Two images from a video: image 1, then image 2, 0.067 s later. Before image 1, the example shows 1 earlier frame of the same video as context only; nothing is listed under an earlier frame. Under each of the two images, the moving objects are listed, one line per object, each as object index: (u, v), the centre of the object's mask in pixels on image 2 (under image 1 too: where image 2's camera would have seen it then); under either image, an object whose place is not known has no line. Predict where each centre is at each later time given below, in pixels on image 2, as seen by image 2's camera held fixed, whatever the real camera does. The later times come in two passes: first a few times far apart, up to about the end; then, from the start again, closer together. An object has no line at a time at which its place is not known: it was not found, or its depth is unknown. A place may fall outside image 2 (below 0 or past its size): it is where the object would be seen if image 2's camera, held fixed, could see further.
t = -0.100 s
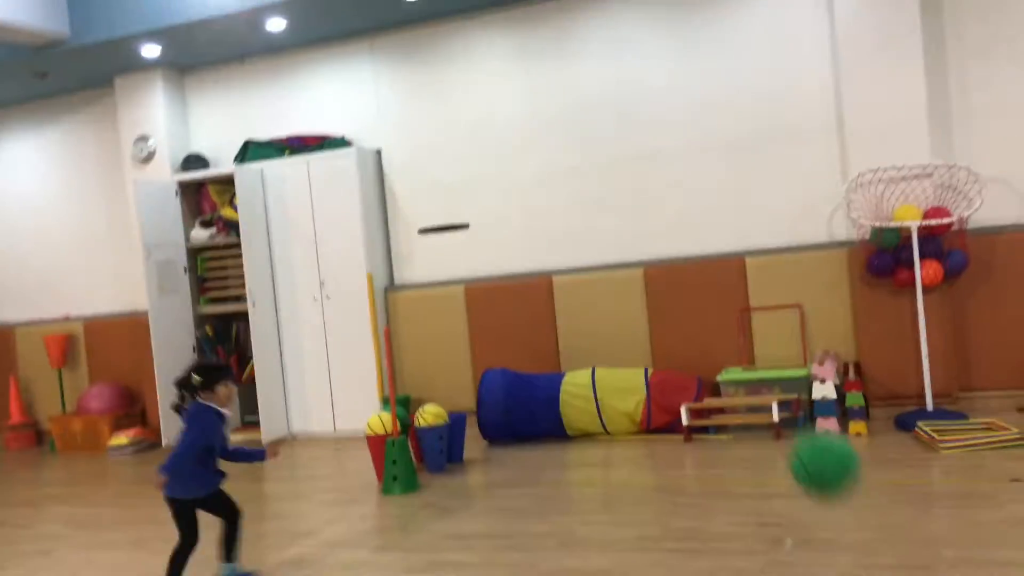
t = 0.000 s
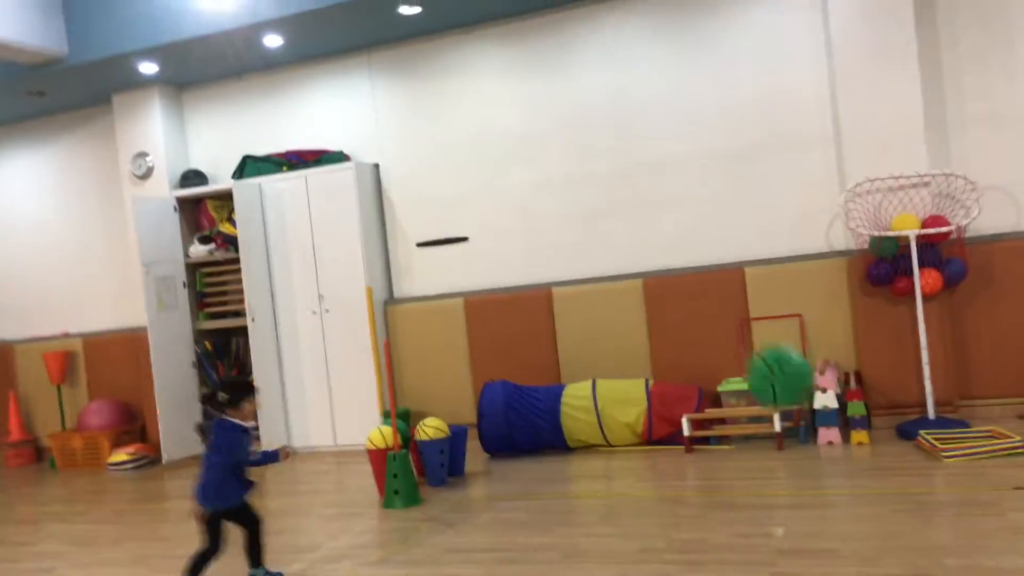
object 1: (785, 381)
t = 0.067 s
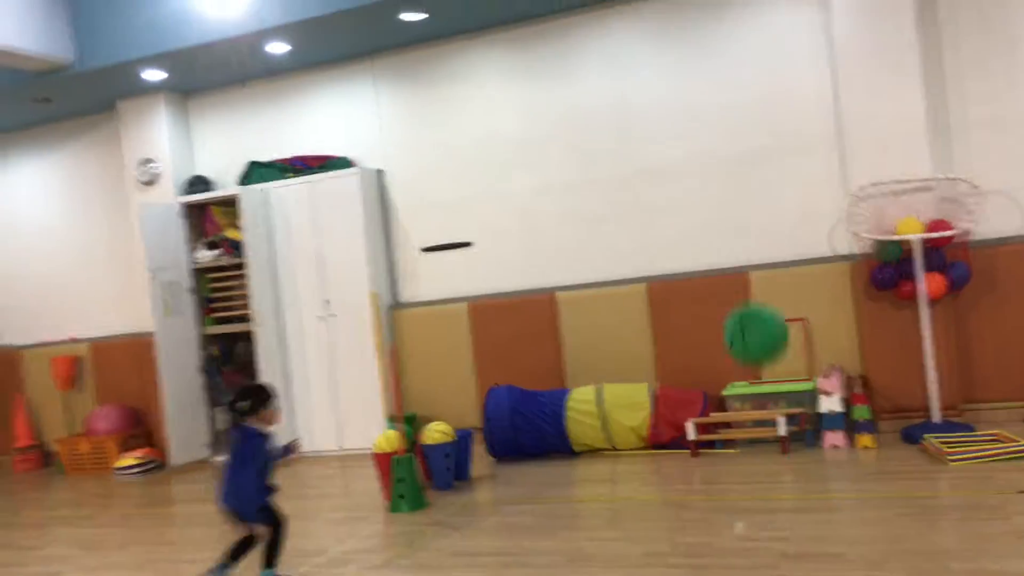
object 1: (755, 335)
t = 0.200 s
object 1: (707, 282)
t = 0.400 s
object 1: (649, 292)
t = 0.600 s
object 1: (608, 399)
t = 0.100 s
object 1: (743, 316)
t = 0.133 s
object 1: (731, 301)
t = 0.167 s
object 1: (719, 290)
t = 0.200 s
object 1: (707, 282)
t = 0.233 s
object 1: (696, 276)
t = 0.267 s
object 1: (686, 274)
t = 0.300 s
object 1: (676, 274)
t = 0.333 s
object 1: (667, 277)
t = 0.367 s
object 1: (658, 283)
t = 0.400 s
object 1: (649, 292)
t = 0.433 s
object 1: (641, 303)
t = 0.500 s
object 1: (627, 333)
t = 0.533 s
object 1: (620, 352)
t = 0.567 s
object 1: (614, 373)
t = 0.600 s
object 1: (608, 399)
